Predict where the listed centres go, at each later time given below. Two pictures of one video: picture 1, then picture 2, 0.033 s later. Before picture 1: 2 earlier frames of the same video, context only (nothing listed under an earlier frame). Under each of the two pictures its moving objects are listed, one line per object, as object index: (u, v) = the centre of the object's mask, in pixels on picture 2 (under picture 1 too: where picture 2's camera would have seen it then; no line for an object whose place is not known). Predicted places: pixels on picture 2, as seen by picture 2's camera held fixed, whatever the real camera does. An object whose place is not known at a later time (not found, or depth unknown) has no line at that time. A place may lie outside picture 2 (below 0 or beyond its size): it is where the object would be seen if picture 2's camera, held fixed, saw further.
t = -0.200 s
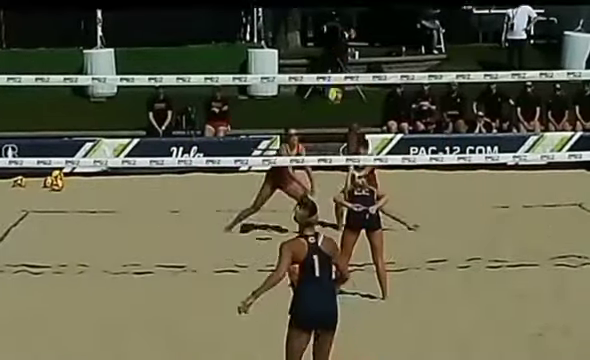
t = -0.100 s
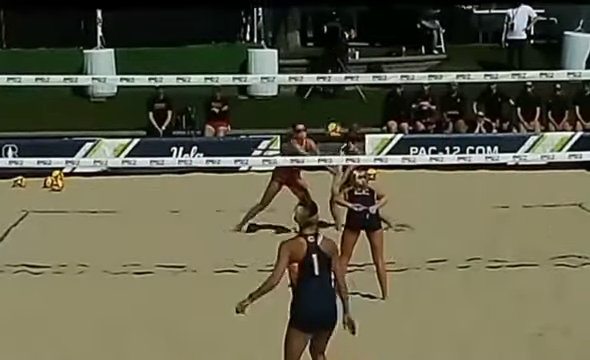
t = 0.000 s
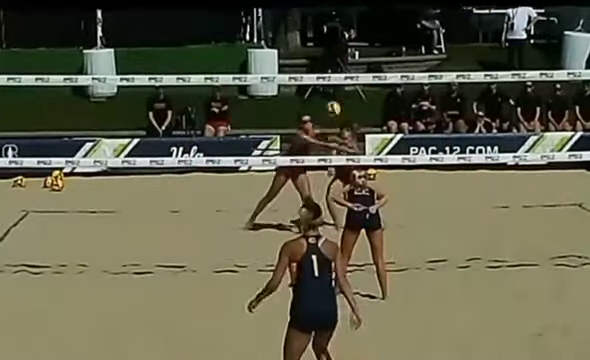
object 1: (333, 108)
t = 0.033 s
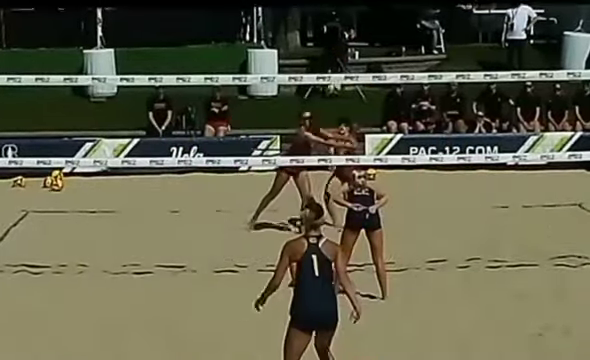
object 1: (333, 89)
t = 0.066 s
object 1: (332, 64)
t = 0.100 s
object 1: (332, 43)
